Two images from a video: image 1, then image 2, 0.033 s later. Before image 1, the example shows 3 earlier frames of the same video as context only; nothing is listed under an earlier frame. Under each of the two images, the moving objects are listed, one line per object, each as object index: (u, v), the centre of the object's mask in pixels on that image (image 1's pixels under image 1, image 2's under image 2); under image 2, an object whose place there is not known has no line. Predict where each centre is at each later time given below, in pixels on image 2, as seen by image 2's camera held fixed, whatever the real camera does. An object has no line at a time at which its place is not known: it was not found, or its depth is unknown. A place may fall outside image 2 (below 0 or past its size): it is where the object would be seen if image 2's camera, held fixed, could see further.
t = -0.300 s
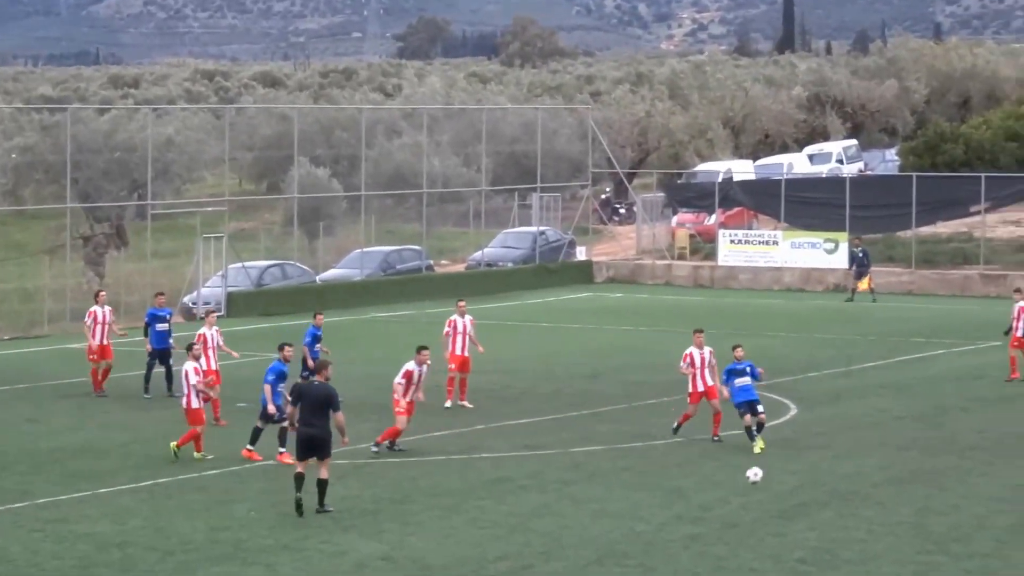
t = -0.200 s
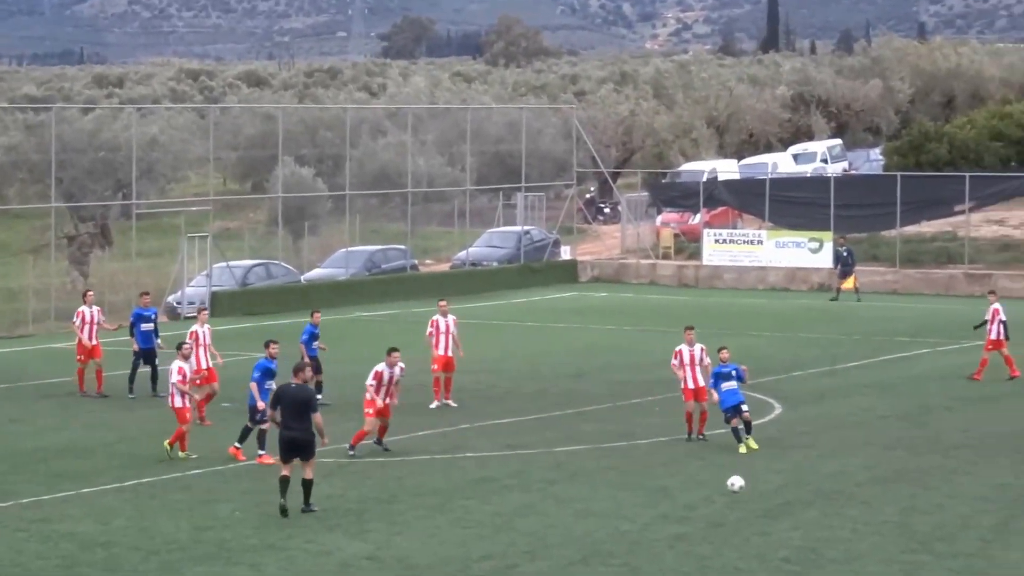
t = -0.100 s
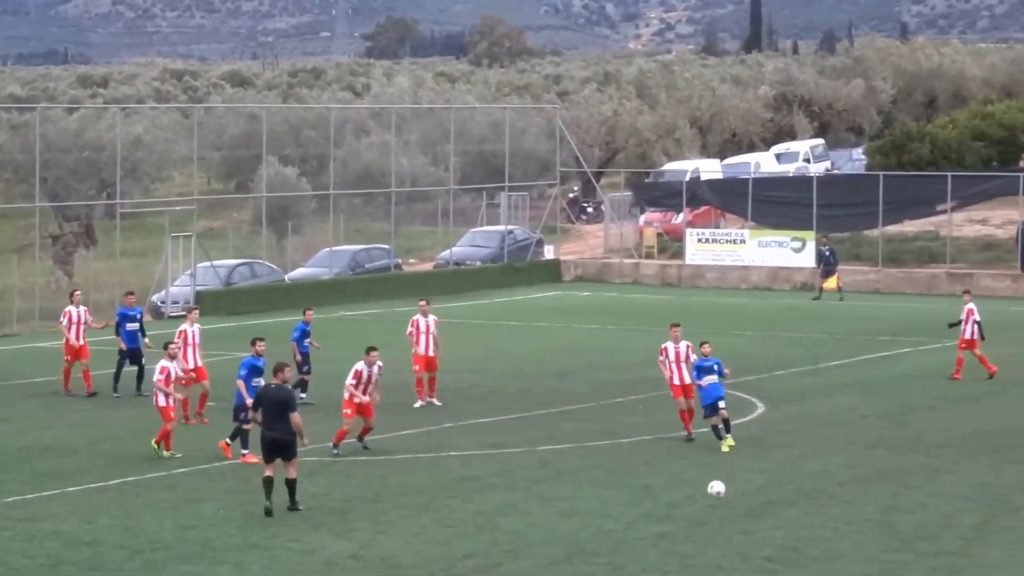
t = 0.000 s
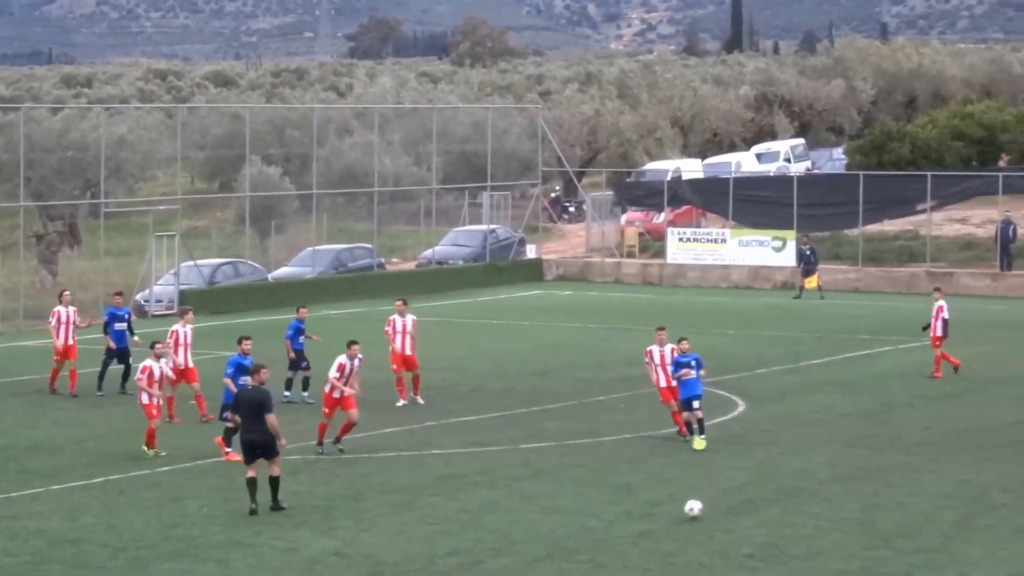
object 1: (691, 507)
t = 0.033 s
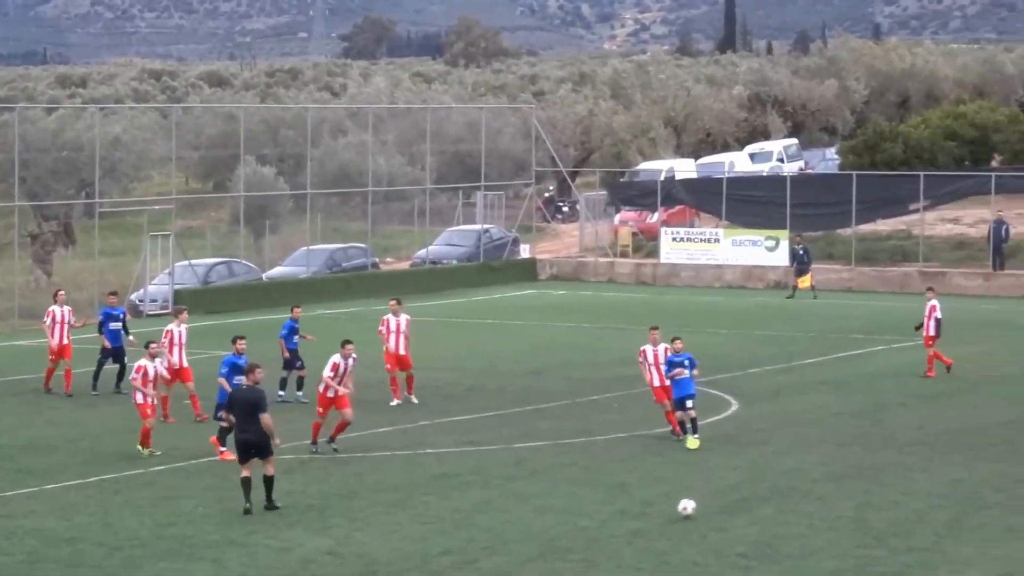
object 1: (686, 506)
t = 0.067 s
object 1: (683, 510)
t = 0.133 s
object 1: (680, 515)
